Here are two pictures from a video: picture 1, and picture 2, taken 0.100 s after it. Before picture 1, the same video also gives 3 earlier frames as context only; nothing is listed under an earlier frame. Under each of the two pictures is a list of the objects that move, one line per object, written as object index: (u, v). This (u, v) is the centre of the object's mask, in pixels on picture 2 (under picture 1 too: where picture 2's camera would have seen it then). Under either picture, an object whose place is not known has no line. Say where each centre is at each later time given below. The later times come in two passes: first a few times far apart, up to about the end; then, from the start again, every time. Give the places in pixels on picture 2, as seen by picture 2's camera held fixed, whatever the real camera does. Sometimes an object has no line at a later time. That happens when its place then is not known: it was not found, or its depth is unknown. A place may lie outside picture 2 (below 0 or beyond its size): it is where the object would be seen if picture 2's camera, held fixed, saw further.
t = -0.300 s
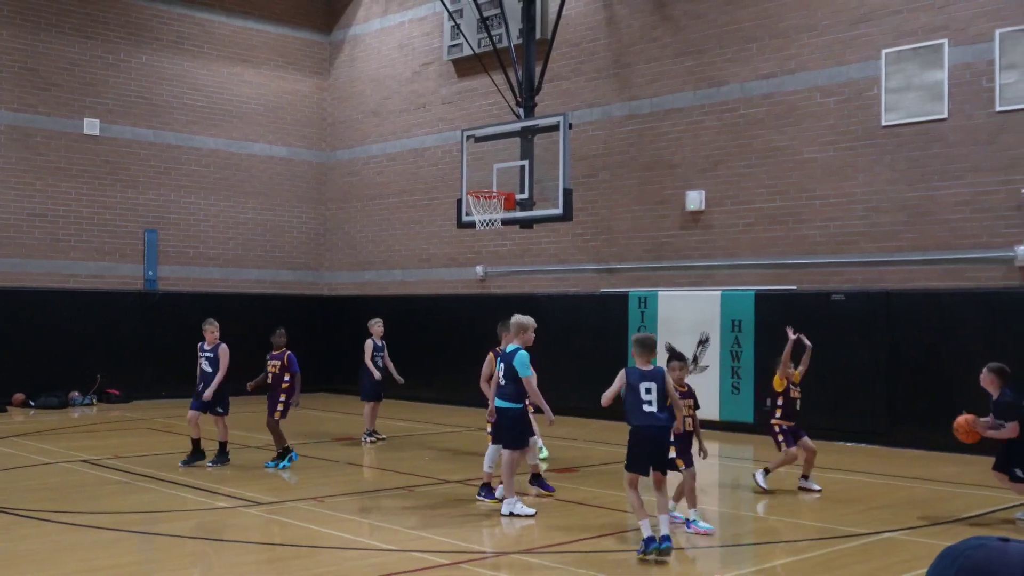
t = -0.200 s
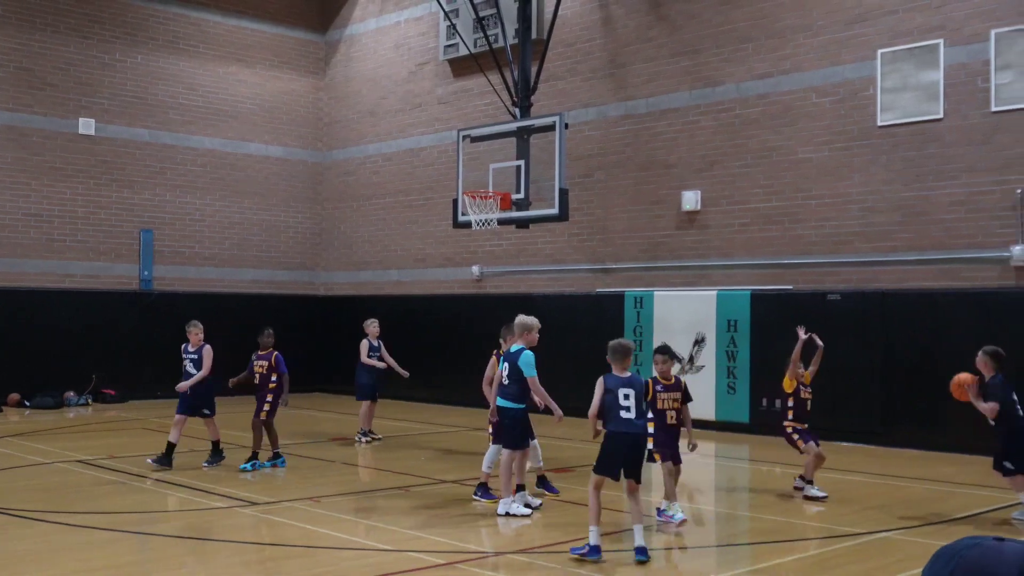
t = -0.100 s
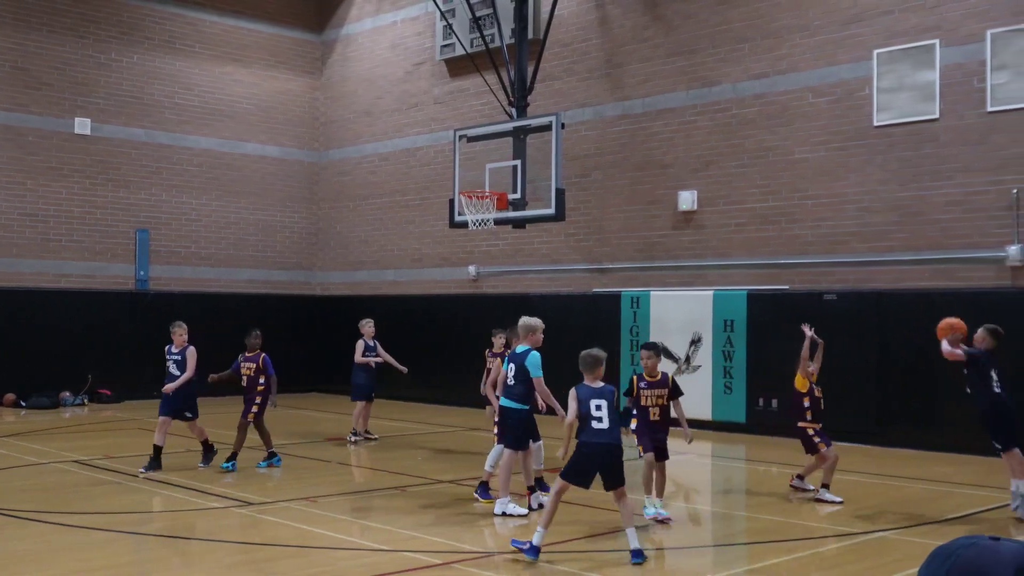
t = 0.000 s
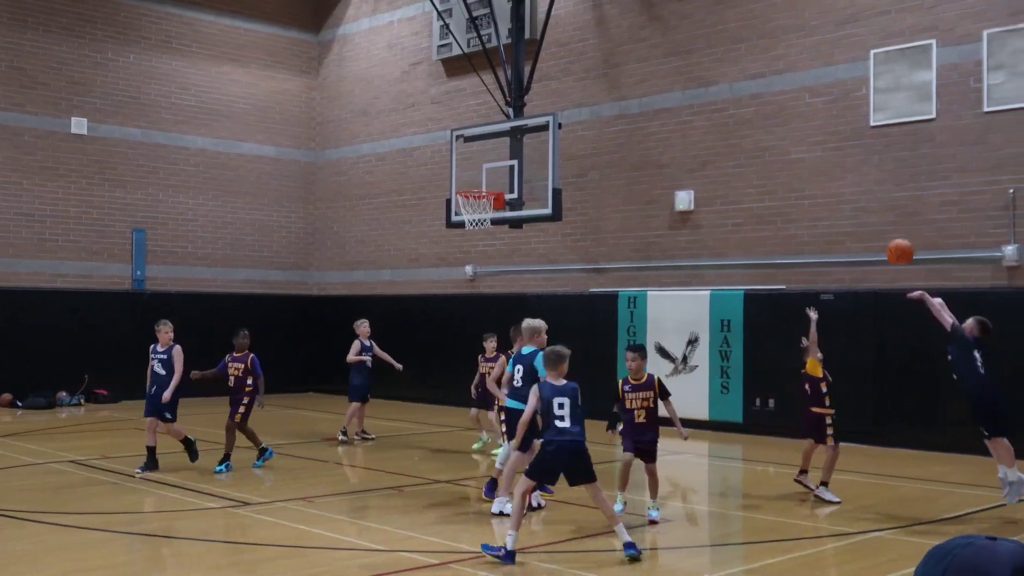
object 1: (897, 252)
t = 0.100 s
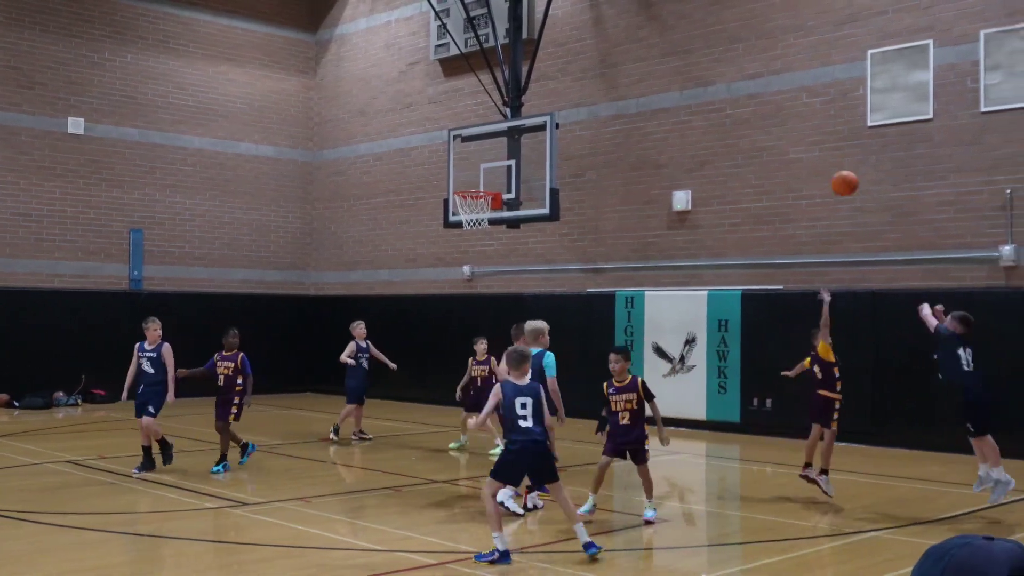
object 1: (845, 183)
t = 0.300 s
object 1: (750, 89)
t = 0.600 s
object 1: (631, 36)
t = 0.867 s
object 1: (541, 60)
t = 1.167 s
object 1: (456, 153)
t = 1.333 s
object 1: (415, 228)
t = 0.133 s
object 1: (828, 164)
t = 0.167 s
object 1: (812, 146)
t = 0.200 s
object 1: (796, 130)
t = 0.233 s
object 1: (780, 115)
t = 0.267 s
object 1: (765, 102)
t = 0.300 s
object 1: (750, 89)
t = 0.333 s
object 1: (735, 78)
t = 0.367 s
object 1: (721, 68)
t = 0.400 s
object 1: (708, 60)
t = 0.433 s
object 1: (694, 53)
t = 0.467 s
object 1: (682, 48)
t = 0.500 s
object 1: (668, 43)
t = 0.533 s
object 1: (655, 39)
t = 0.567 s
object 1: (643, 37)
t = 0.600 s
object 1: (631, 36)
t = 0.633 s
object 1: (619, 35)
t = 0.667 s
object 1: (607, 36)
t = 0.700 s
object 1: (595, 38)
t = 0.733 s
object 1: (584, 40)
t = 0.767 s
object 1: (573, 44)
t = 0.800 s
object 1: (562, 49)
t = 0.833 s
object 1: (552, 54)
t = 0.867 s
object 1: (541, 60)
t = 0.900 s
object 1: (531, 67)
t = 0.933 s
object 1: (521, 75)
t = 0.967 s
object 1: (512, 84)
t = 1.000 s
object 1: (502, 94)
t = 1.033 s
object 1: (493, 104)
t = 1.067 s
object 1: (483, 115)
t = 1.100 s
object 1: (474, 127)
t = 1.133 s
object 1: (465, 140)
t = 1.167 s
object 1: (456, 153)
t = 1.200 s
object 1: (448, 167)
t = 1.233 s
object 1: (439, 181)
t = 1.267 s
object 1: (431, 196)
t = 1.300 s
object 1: (423, 212)
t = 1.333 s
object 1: (415, 228)
